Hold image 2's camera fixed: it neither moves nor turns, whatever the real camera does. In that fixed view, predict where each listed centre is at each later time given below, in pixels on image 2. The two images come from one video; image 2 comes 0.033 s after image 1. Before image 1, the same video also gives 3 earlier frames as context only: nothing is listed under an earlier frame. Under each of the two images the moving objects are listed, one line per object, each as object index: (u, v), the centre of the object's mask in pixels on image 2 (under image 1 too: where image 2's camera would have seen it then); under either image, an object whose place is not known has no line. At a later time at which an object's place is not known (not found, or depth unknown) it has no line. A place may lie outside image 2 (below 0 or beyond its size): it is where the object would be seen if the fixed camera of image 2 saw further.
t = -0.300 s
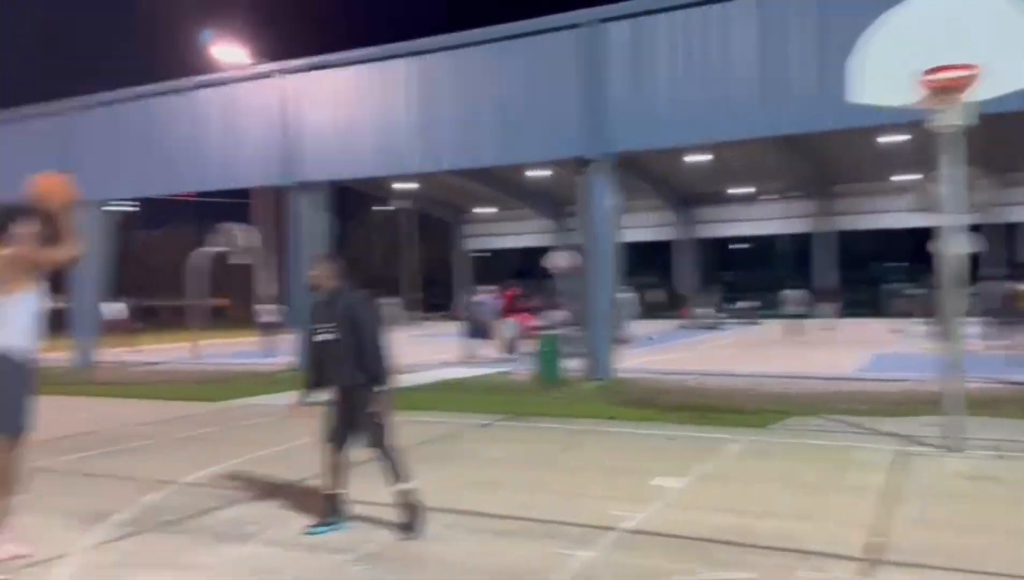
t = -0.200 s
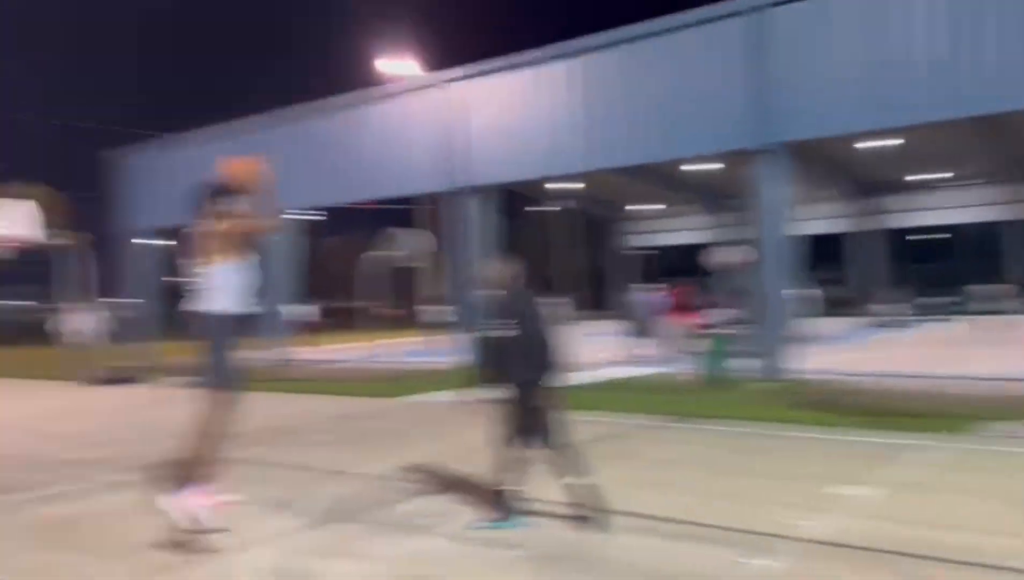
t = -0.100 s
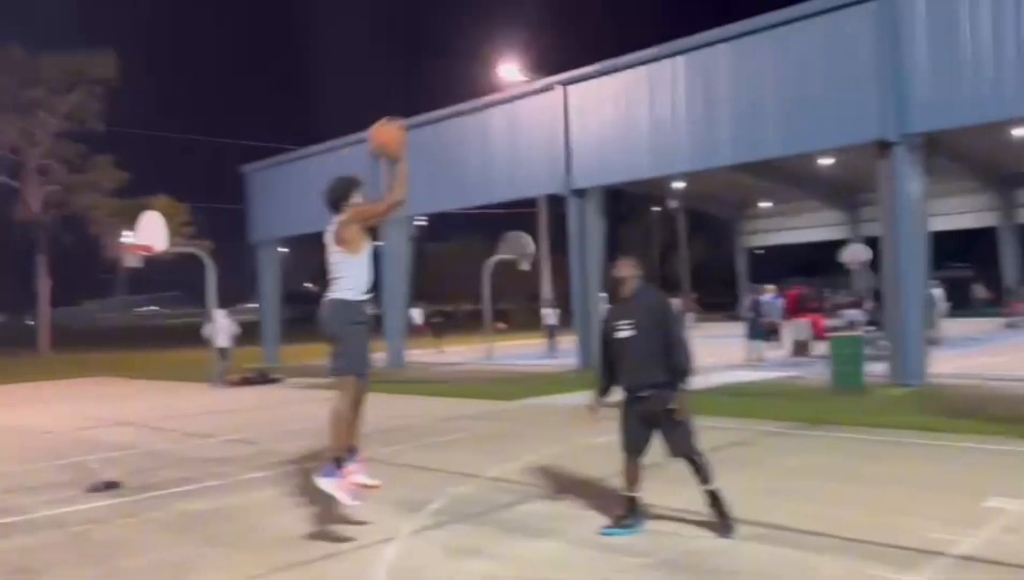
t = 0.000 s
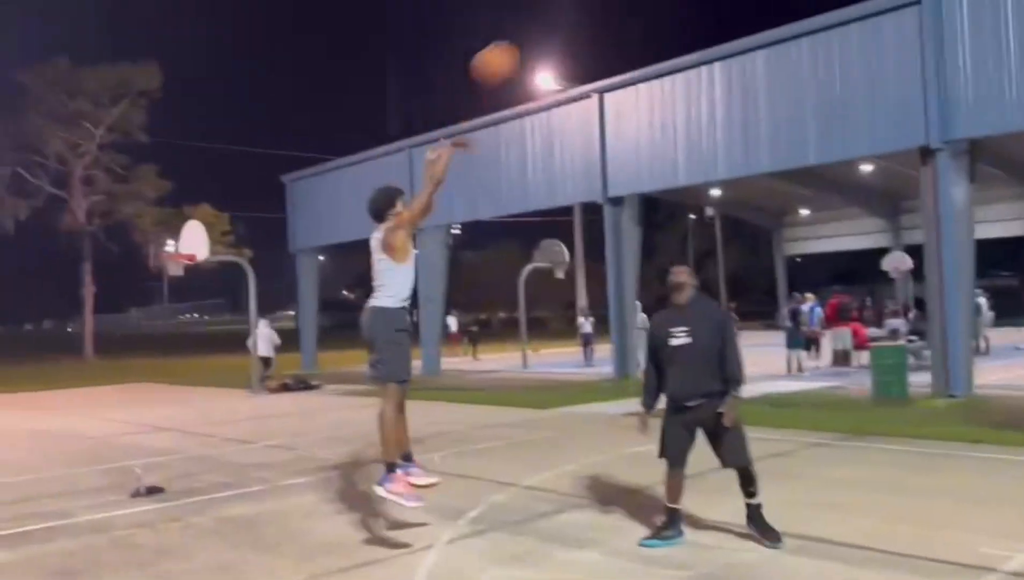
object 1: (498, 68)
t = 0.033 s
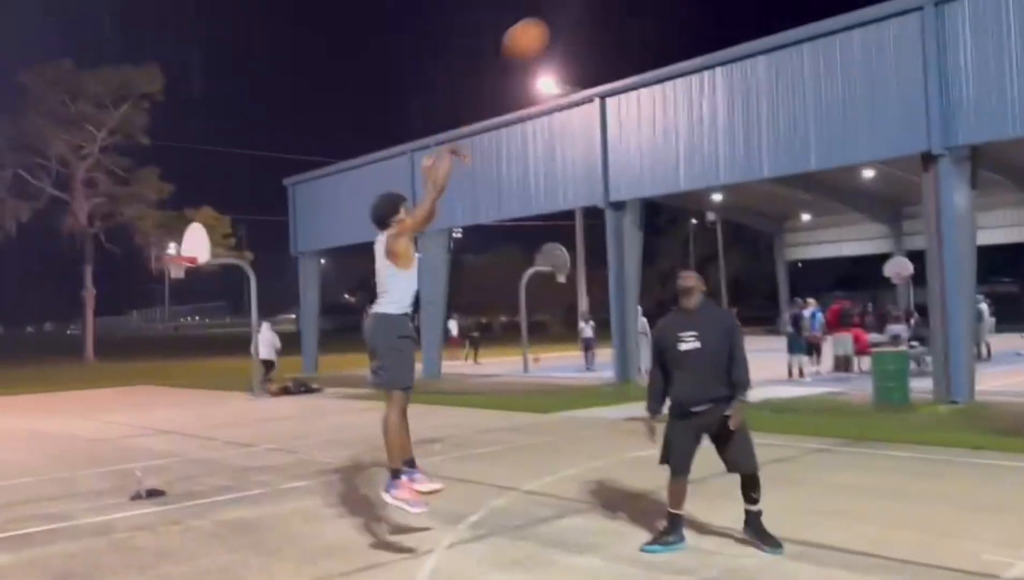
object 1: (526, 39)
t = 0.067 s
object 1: (554, 14)
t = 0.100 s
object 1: (581, -3)
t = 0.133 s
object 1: (610, -18)
